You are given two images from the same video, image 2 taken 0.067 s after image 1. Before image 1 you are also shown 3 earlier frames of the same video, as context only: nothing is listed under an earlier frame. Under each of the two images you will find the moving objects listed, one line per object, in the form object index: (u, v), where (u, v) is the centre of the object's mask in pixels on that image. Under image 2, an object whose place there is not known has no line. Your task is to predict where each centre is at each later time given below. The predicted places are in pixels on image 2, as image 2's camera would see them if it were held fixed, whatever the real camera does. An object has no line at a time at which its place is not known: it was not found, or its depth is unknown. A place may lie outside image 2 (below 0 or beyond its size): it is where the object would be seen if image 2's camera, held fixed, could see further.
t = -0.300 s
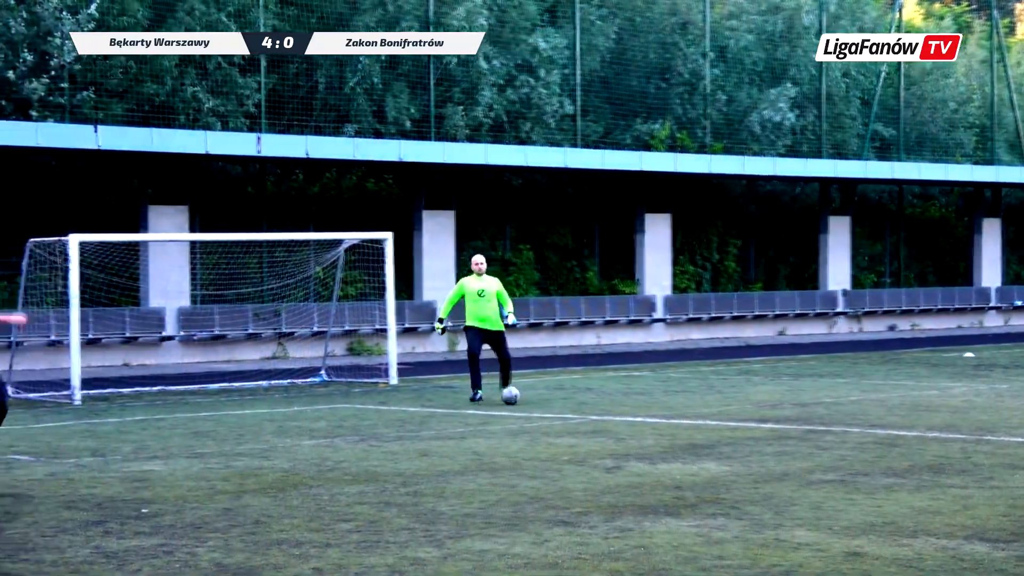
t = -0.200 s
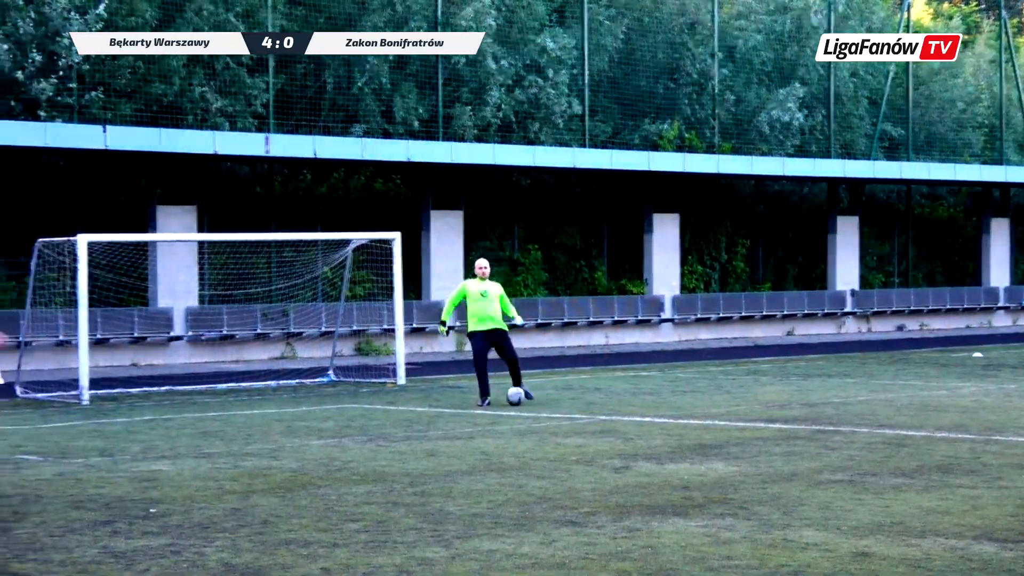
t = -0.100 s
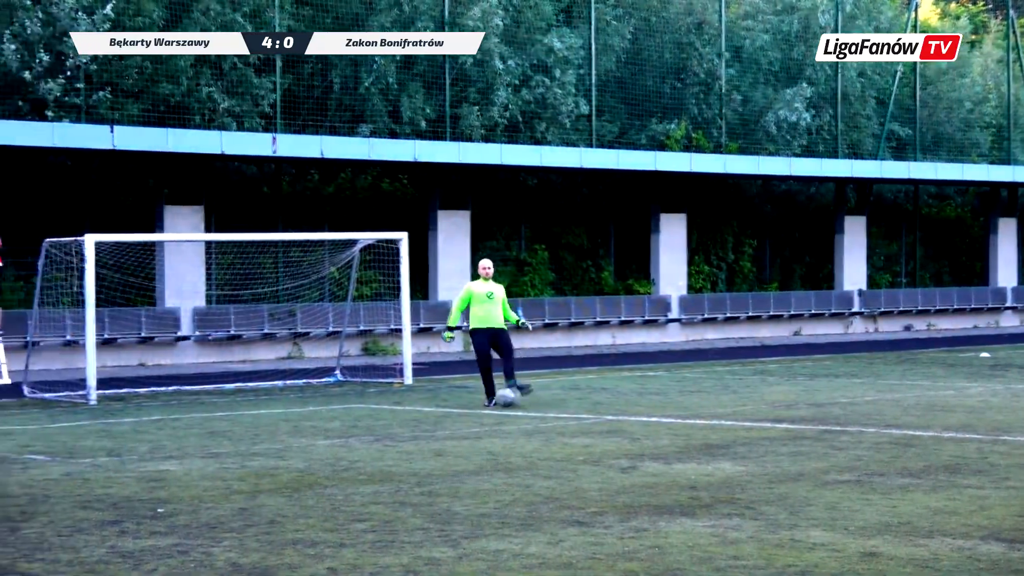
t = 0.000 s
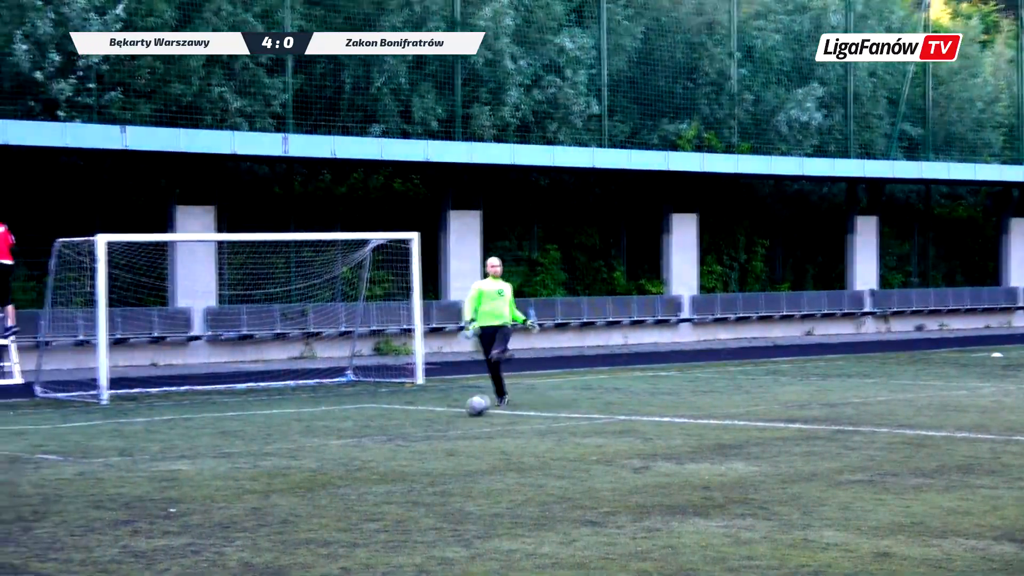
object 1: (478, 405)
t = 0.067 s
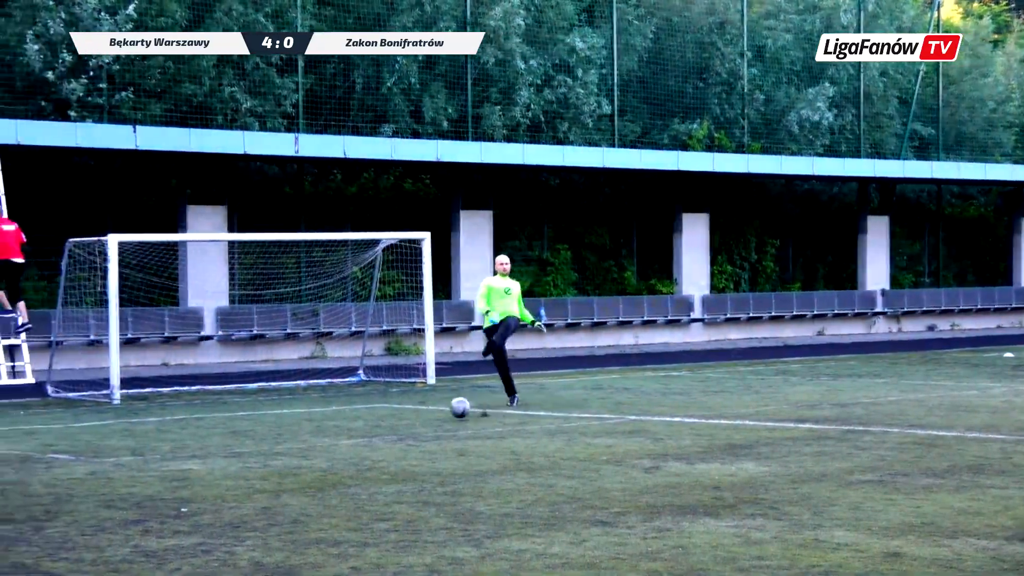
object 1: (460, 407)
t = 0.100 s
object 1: (446, 409)
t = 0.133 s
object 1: (434, 412)
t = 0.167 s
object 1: (416, 417)
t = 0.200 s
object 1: (402, 419)
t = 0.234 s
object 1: (388, 418)
